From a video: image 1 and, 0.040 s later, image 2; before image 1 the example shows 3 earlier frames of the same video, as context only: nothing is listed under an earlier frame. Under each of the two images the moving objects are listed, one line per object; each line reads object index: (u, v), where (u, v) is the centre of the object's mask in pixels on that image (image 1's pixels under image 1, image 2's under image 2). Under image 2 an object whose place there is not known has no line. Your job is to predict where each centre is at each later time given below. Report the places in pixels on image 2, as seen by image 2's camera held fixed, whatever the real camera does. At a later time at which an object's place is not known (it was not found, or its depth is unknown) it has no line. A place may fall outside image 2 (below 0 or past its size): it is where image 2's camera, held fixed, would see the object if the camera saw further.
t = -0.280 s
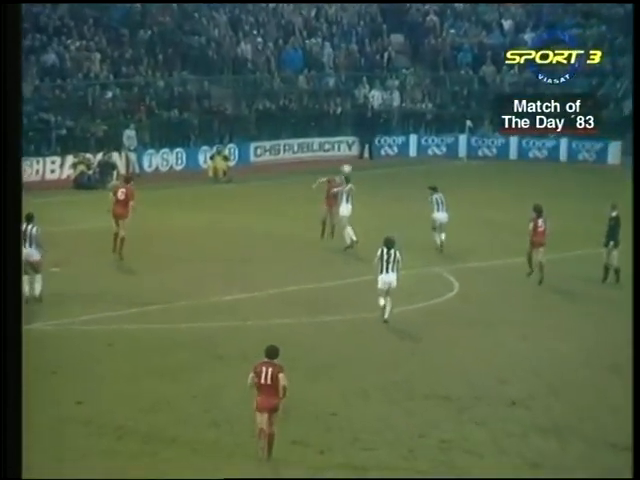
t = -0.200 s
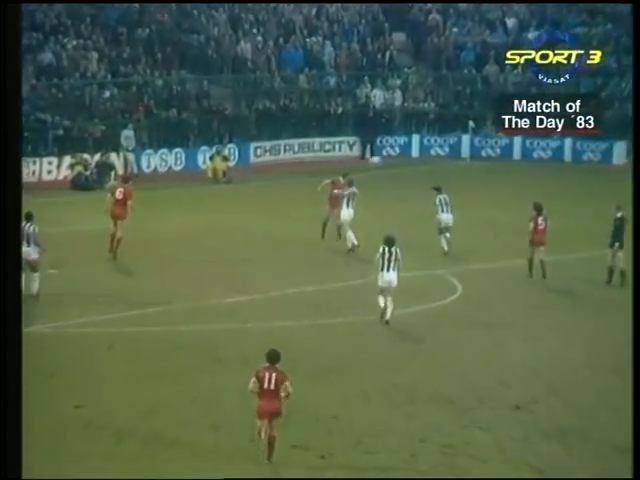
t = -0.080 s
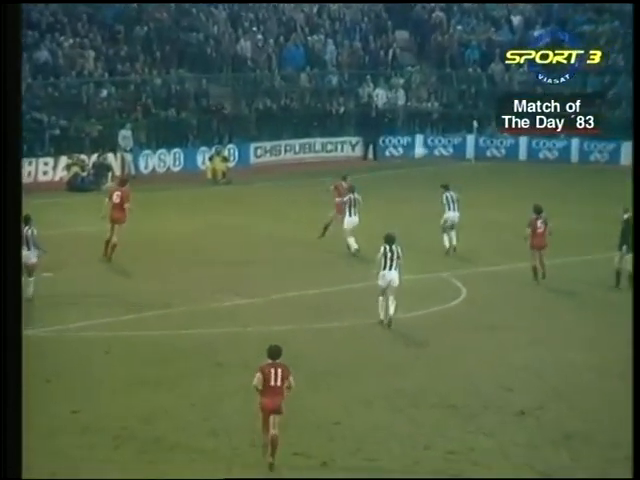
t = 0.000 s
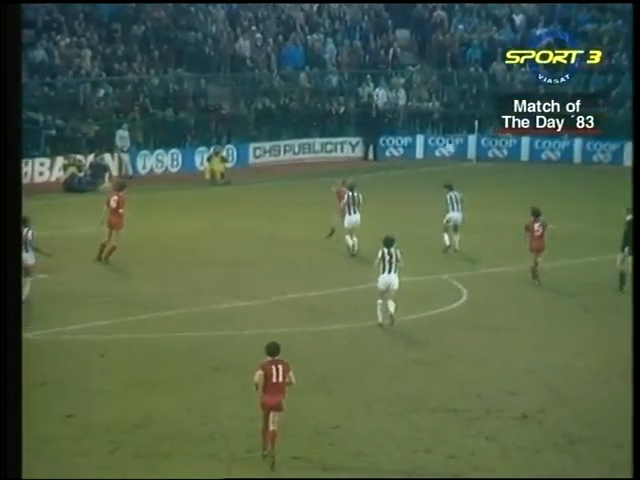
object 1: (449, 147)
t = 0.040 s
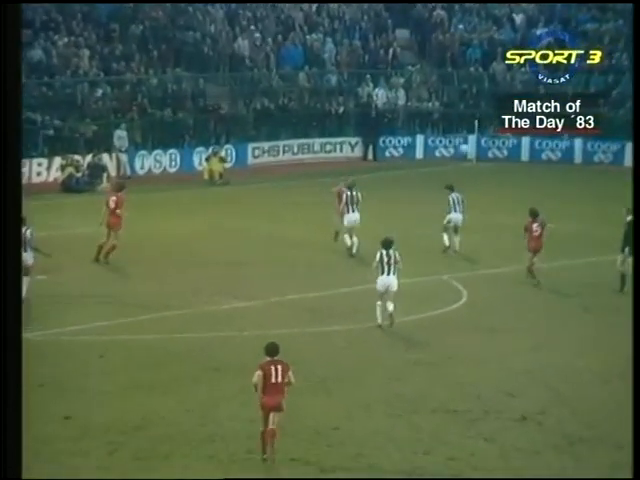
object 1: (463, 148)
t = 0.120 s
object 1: (493, 151)
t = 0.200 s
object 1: (523, 155)
